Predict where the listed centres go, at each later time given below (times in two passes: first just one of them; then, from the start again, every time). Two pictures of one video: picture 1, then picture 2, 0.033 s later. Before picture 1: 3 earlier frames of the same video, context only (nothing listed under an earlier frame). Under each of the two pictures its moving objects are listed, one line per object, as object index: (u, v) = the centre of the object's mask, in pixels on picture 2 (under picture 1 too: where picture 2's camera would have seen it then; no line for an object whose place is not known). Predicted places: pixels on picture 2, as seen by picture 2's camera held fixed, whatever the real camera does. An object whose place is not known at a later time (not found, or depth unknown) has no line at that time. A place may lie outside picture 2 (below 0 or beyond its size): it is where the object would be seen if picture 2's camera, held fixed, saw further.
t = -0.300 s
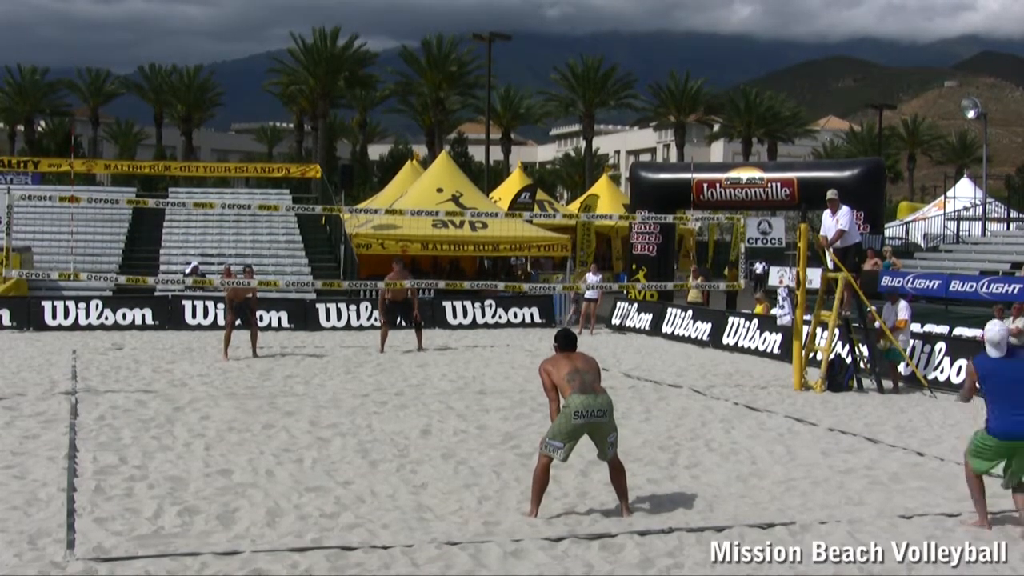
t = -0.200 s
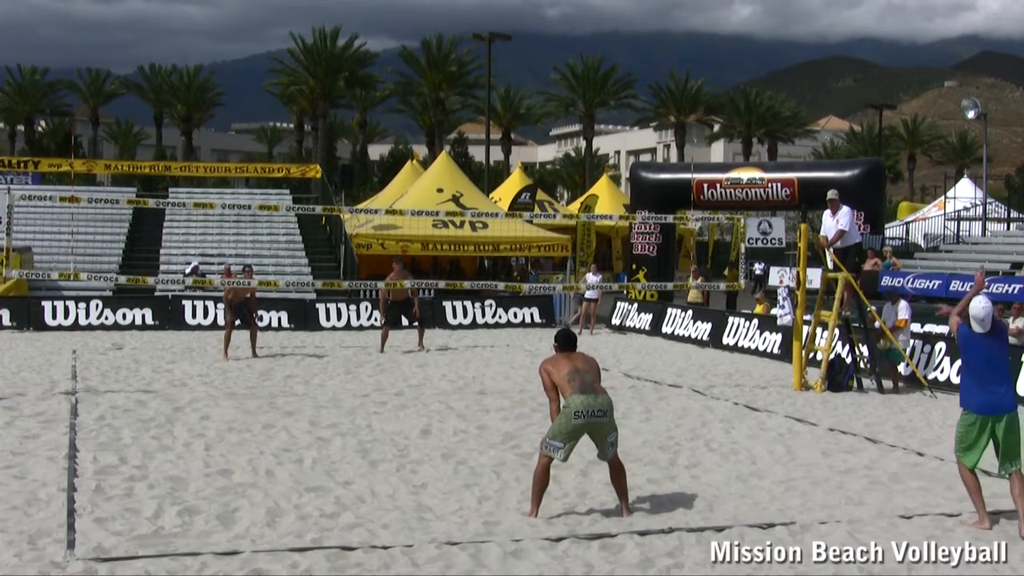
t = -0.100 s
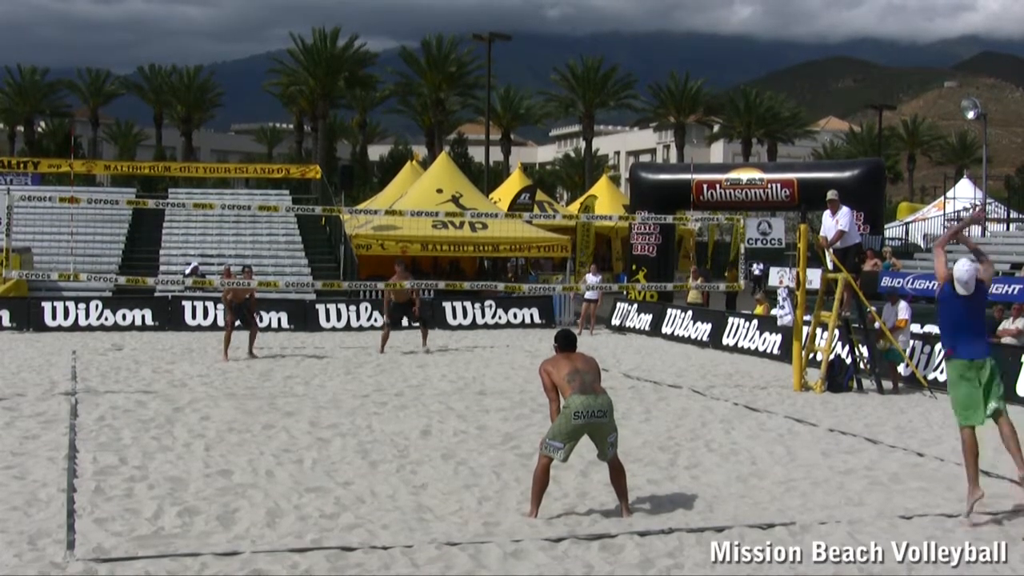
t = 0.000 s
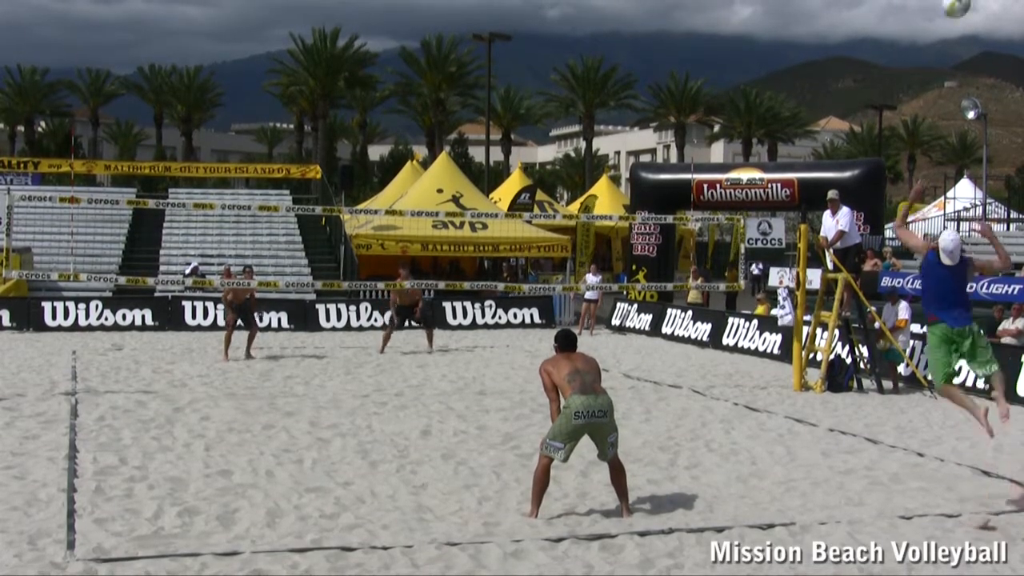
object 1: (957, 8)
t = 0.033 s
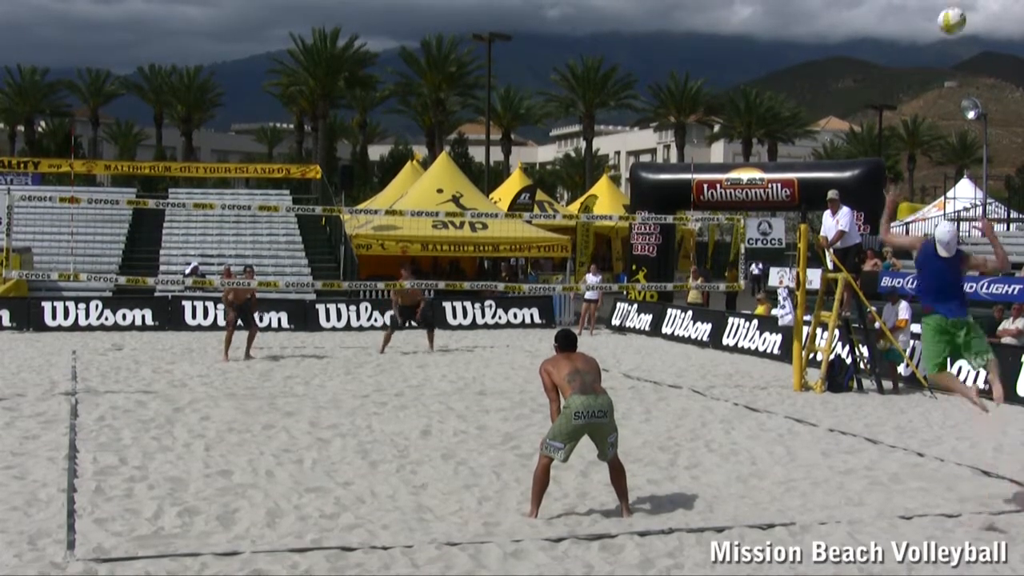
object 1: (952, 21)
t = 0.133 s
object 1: (939, 78)
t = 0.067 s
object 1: (946, 39)
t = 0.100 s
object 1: (943, 59)
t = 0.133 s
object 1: (939, 78)
